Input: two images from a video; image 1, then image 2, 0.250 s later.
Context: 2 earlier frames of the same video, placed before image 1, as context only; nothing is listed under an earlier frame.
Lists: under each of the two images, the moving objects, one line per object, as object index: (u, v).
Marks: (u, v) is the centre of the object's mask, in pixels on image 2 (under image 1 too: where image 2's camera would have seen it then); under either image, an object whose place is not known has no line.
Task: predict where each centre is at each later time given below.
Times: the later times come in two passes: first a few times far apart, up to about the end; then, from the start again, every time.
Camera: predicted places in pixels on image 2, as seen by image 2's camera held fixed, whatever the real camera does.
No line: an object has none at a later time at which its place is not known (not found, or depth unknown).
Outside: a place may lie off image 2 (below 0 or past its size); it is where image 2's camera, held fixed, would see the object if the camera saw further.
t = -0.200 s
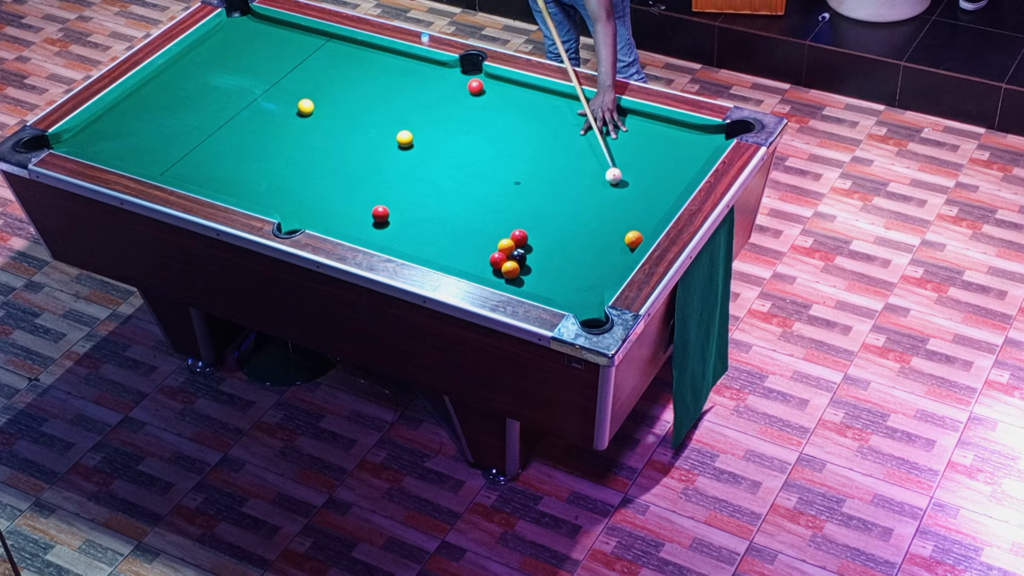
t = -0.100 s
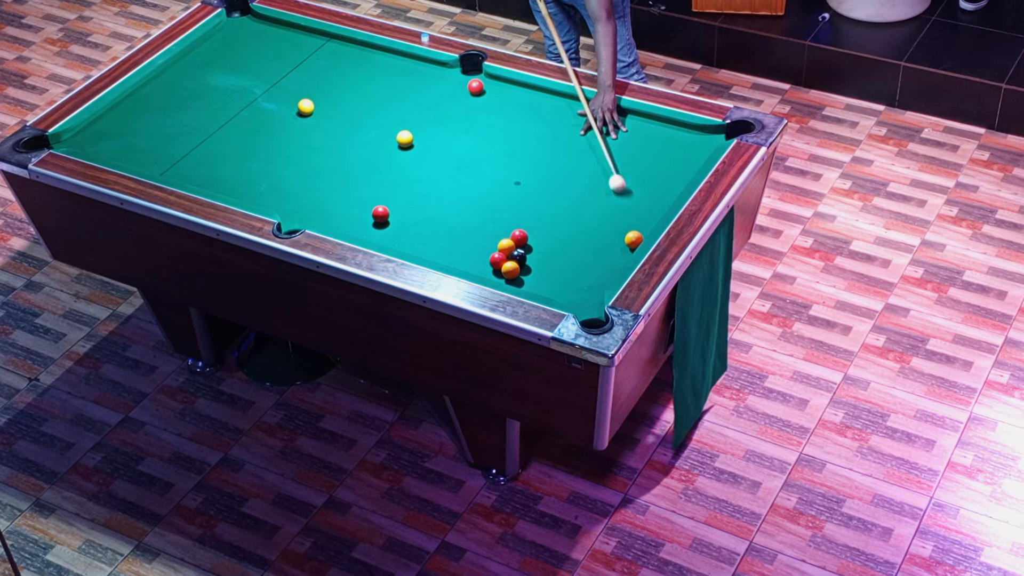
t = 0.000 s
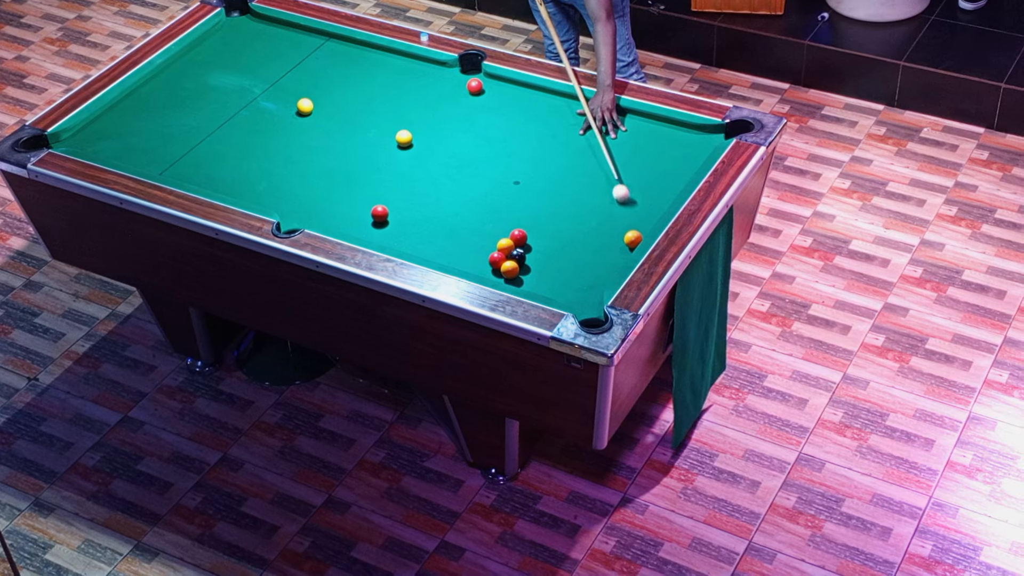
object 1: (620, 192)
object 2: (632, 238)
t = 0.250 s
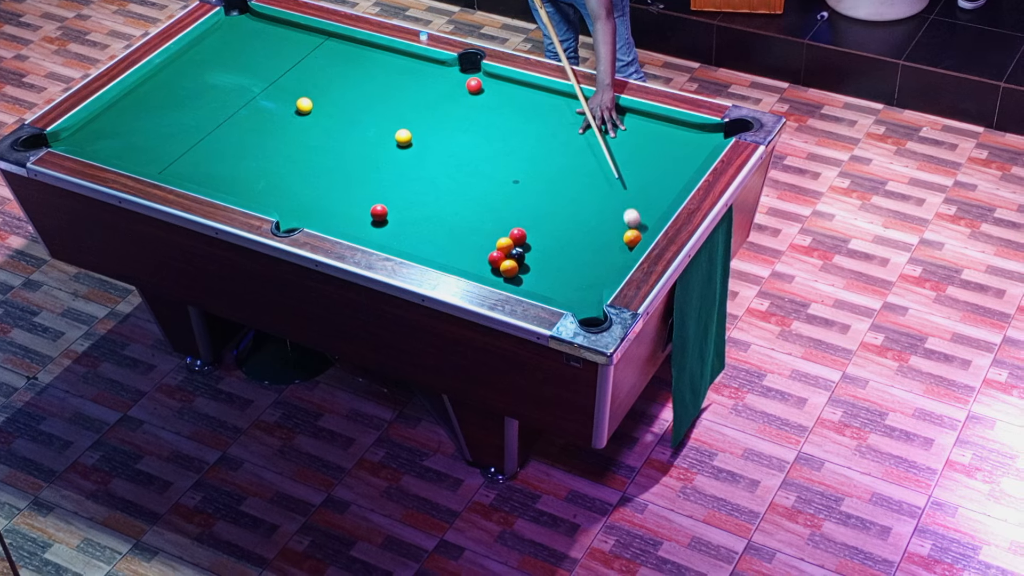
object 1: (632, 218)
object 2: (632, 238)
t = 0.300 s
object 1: (634, 222)
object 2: (632, 238)
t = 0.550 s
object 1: (637, 228)
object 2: (624, 248)
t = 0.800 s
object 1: (627, 224)
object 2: (614, 258)
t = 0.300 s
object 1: (634, 222)
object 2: (632, 238)
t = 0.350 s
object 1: (637, 226)
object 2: (632, 239)
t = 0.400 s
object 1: (640, 228)
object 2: (630, 241)
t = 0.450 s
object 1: (640, 229)
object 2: (629, 243)
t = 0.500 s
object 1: (638, 228)
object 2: (626, 245)
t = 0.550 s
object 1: (637, 228)
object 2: (624, 248)
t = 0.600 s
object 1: (635, 227)
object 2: (622, 250)
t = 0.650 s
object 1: (633, 226)
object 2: (620, 252)
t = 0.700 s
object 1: (631, 226)
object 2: (618, 254)
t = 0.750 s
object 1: (629, 225)
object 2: (616, 256)
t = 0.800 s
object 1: (627, 224)
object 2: (614, 258)
